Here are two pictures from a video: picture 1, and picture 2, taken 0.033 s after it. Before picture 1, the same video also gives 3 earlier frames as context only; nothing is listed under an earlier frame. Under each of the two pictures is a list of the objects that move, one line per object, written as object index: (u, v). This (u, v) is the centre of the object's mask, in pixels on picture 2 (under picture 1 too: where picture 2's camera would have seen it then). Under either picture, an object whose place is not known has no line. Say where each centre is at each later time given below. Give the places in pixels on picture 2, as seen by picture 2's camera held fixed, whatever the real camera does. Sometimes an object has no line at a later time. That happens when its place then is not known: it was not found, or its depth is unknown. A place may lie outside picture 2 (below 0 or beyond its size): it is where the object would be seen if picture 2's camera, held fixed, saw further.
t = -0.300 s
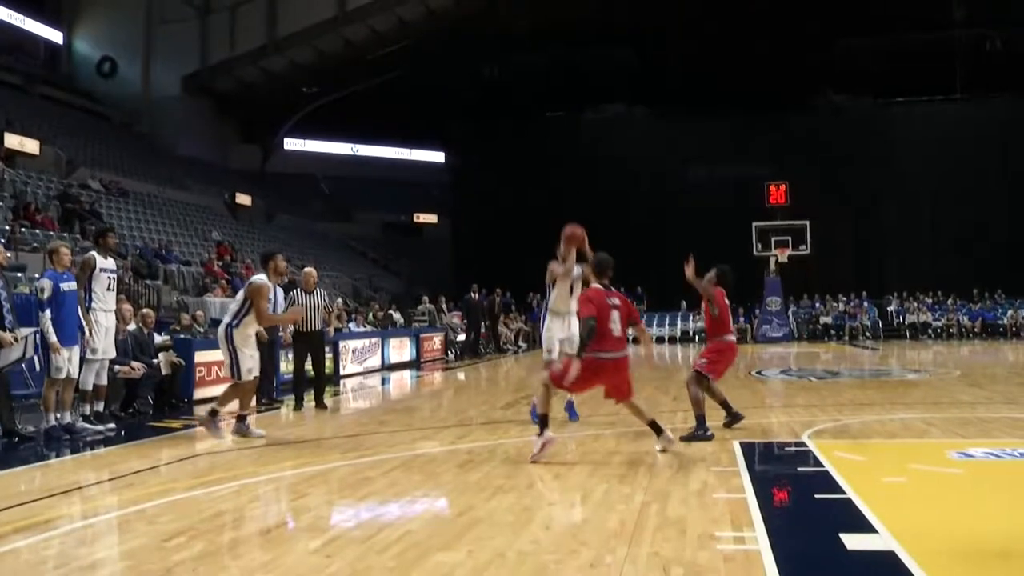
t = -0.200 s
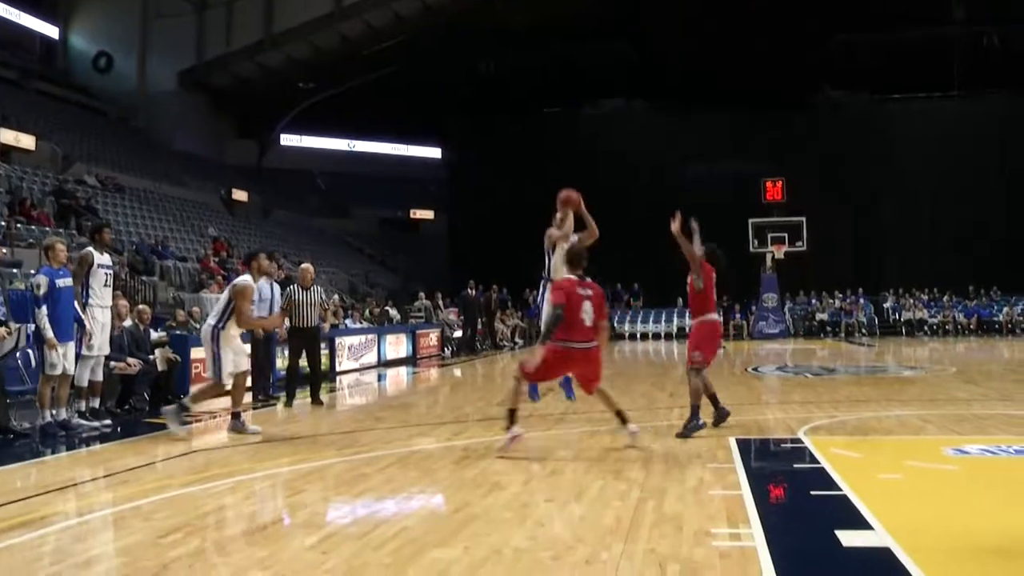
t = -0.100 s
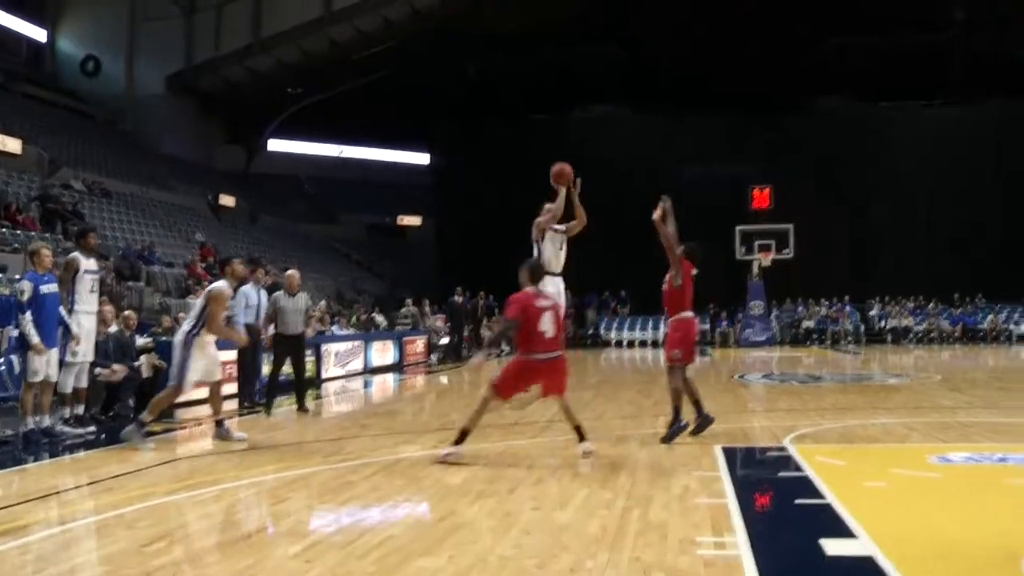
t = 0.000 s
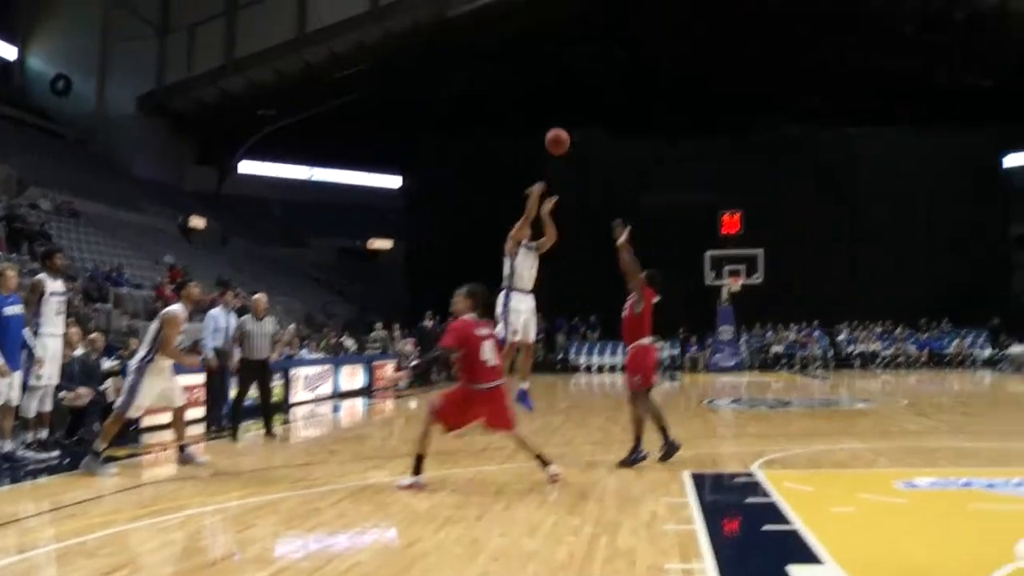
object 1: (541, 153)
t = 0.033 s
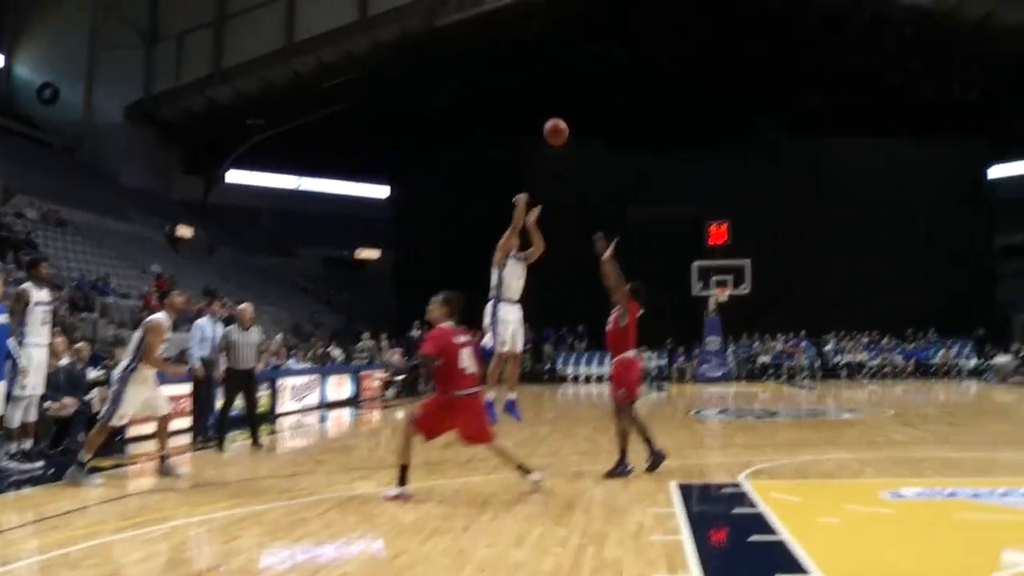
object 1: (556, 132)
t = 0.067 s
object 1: (570, 111)
